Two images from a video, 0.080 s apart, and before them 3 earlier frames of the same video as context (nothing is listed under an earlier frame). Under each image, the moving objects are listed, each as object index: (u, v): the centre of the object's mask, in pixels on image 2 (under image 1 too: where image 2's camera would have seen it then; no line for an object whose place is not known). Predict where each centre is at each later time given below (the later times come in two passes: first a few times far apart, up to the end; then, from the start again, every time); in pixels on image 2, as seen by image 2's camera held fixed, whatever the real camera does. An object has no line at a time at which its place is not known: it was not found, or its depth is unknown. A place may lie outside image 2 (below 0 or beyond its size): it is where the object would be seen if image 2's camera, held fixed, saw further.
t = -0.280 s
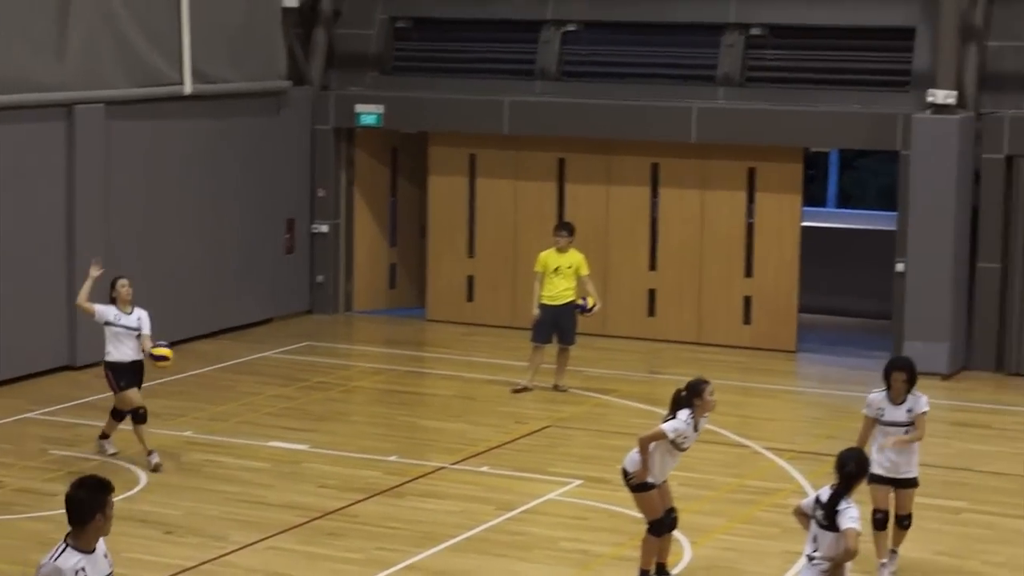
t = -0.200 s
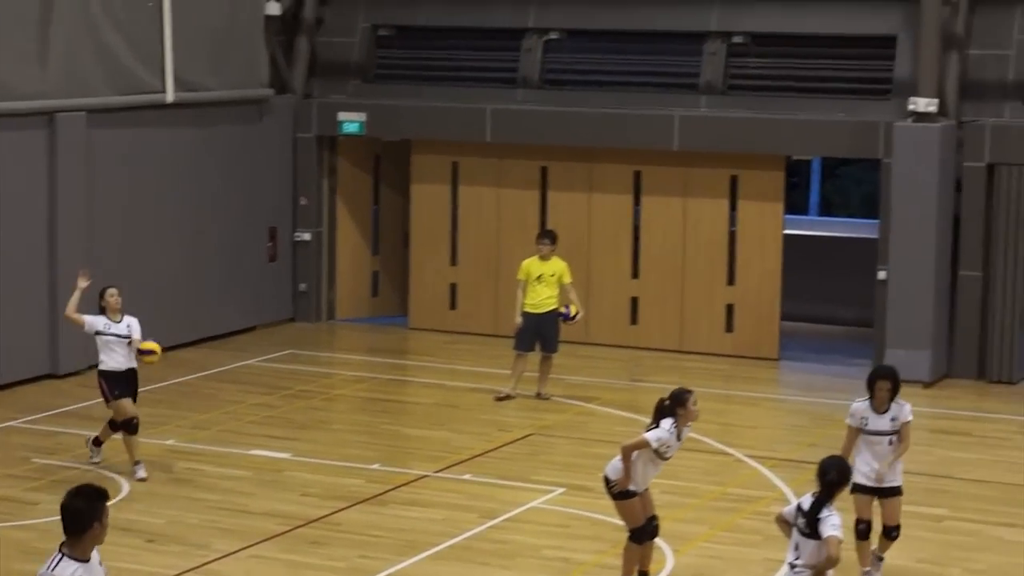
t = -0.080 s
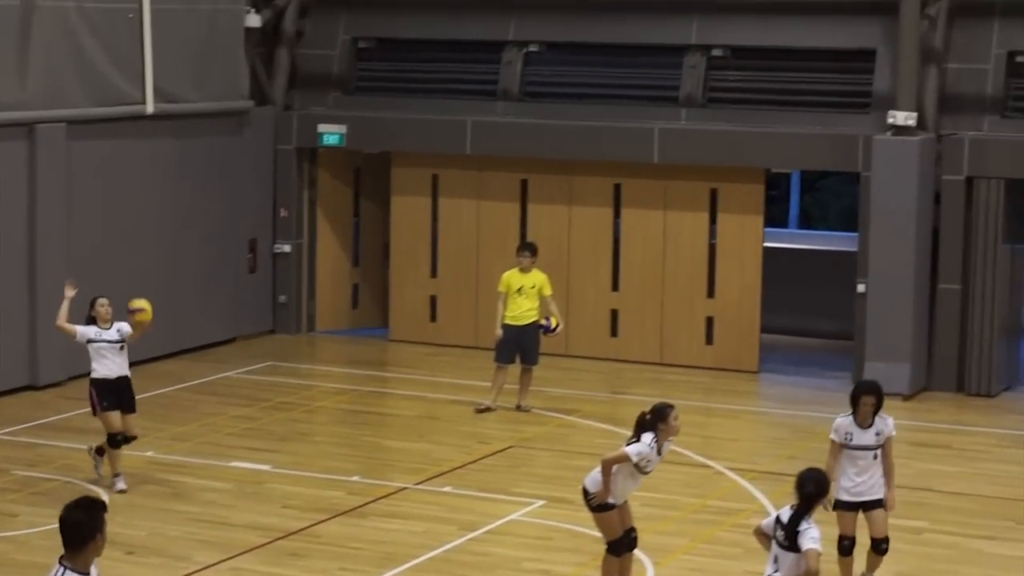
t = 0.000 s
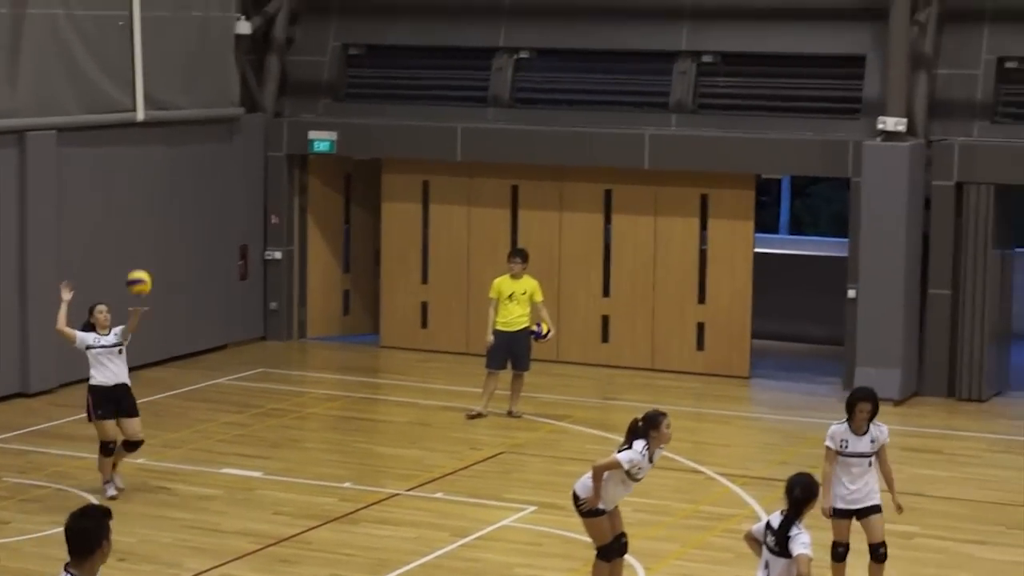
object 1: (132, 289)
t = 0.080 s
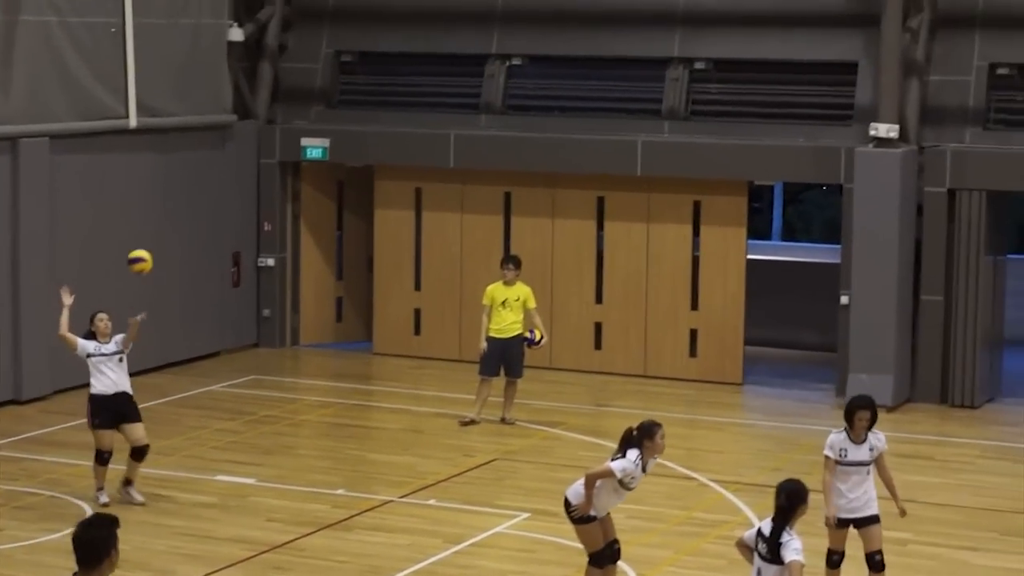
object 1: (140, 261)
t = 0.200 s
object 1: (152, 232)
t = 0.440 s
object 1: (176, 227)
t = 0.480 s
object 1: (181, 232)
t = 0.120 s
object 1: (144, 250)
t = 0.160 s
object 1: (148, 240)
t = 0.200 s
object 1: (152, 232)
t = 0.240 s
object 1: (156, 227)
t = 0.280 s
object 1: (160, 223)
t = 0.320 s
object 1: (164, 221)
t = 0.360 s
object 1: (168, 222)
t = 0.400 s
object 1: (173, 223)
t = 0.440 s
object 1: (176, 227)
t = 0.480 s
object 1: (181, 232)
